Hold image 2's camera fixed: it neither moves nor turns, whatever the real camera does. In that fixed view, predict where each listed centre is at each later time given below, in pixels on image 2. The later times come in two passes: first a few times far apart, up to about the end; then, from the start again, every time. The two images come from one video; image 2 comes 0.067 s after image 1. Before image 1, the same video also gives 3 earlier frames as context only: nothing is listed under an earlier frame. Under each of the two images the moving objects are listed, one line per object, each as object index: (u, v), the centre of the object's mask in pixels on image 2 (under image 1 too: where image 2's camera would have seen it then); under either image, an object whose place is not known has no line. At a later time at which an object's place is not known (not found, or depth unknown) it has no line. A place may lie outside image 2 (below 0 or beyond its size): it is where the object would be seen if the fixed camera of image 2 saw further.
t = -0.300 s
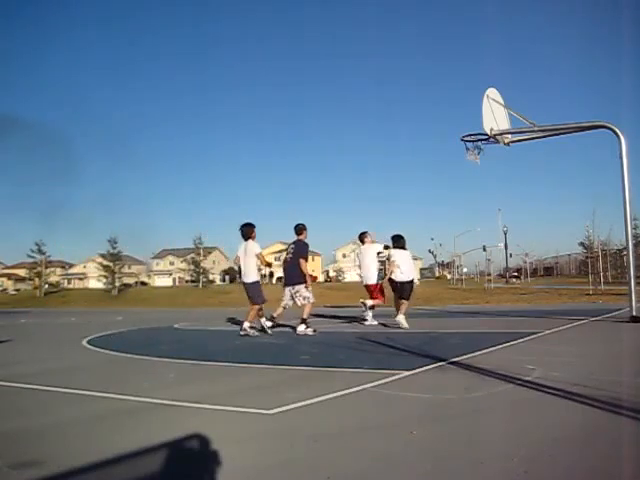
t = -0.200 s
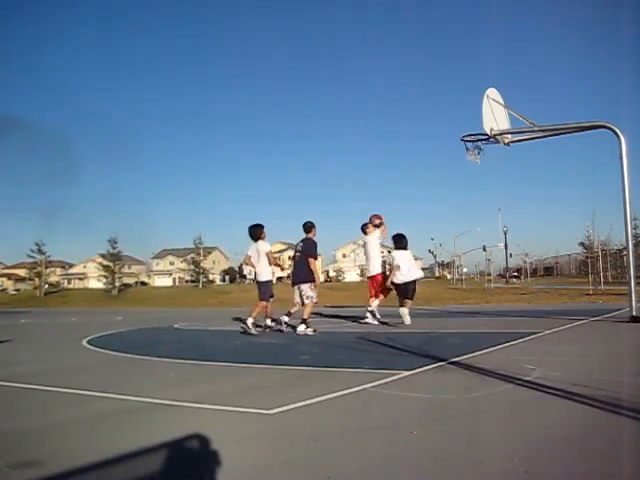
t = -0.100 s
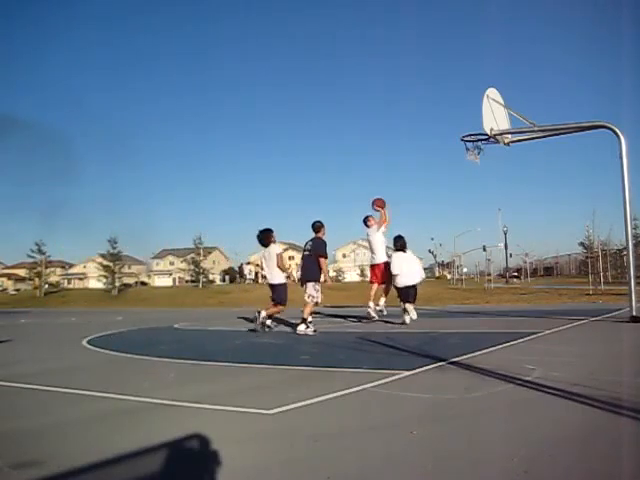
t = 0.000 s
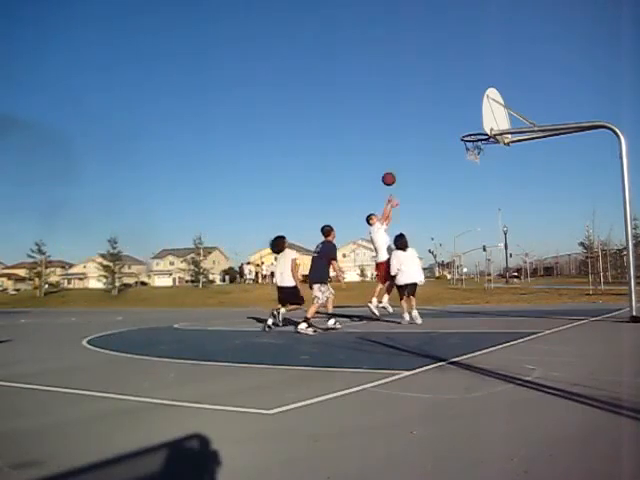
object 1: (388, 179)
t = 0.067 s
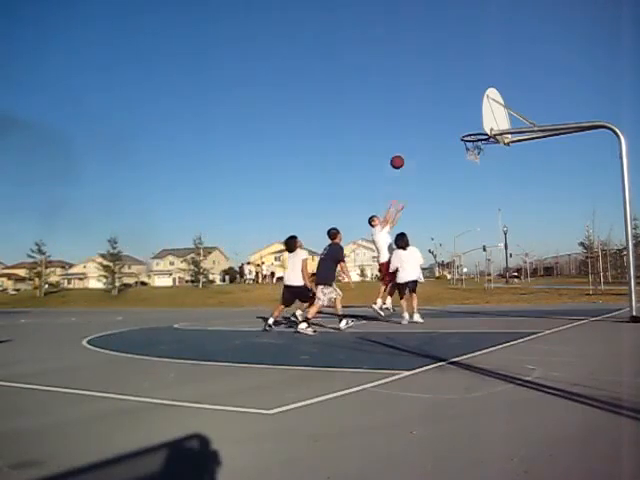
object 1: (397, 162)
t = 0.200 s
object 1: (414, 135)
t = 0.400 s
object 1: (442, 112)
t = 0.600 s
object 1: (473, 112)
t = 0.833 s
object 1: (465, 119)
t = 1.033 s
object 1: (440, 122)
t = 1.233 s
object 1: (418, 149)
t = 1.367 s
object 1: (404, 181)
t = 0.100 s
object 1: (401, 154)
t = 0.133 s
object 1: (406, 147)
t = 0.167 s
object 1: (410, 140)
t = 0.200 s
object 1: (414, 135)
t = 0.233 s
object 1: (419, 129)
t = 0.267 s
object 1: (424, 125)
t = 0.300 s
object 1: (428, 120)
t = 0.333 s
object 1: (433, 117)
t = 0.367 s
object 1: (438, 115)
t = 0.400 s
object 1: (442, 112)
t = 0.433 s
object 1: (447, 111)
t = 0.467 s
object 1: (452, 110)
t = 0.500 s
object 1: (457, 109)
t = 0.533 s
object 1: (463, 109)
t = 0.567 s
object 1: (468, 110)
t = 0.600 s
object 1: (473, 112)
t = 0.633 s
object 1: (477, 114)
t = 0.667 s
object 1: (480, 118)
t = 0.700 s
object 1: (479, 121)
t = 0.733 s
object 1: (476, 125)
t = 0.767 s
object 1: (473, 124)
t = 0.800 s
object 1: (468, 121)
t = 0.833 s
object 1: (465, 119)
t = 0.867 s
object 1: (460, 118)
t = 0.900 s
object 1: (456, 118)
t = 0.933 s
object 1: (452, 118)
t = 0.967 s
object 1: (448, 119)
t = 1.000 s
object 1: (444, 120)
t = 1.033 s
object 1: (440, 122)
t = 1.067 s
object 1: (436, 125)
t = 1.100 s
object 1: (432, 128)
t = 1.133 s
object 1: (429, 133)
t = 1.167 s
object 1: (425, 137)
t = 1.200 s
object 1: (421, 143)
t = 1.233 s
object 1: (418, 149)
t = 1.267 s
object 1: (414, 156)
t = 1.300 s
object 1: (410, 163)
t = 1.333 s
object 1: (407, 172)
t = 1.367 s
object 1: (404, 181)
